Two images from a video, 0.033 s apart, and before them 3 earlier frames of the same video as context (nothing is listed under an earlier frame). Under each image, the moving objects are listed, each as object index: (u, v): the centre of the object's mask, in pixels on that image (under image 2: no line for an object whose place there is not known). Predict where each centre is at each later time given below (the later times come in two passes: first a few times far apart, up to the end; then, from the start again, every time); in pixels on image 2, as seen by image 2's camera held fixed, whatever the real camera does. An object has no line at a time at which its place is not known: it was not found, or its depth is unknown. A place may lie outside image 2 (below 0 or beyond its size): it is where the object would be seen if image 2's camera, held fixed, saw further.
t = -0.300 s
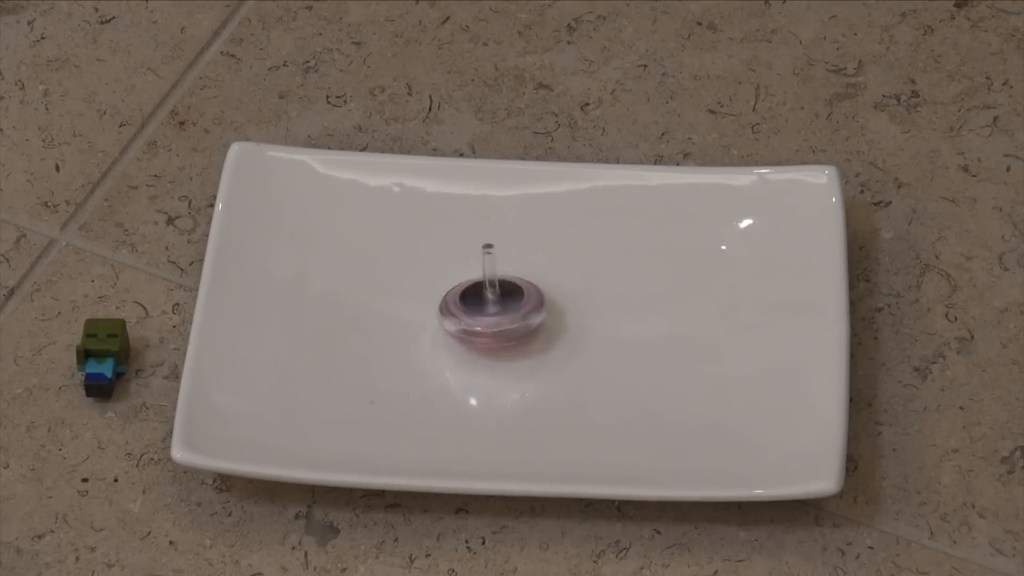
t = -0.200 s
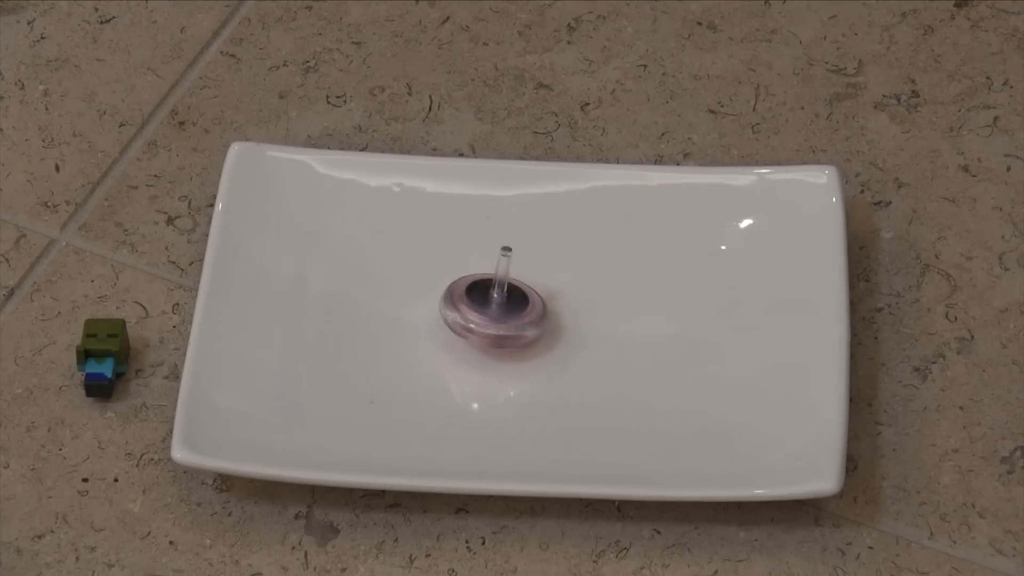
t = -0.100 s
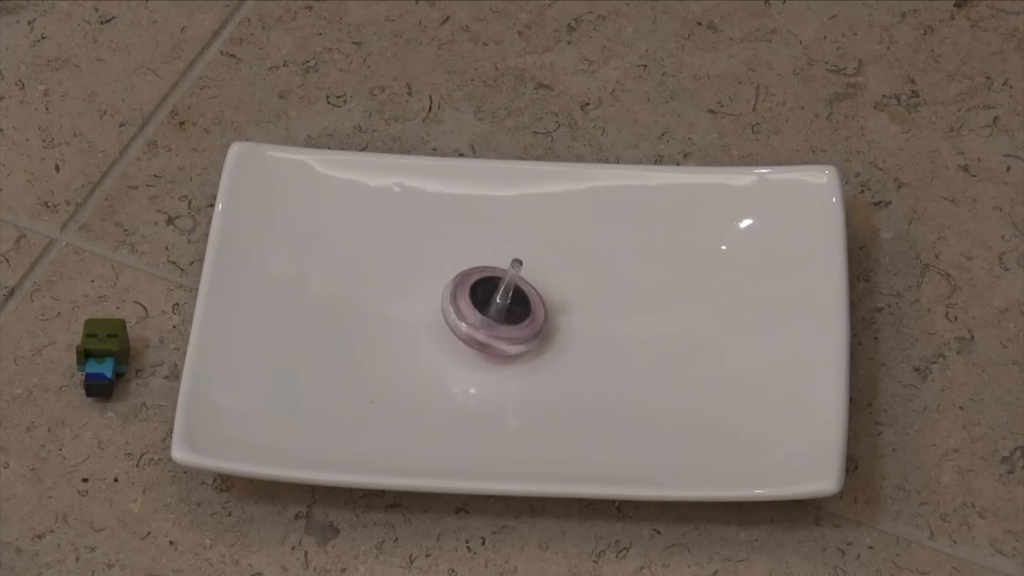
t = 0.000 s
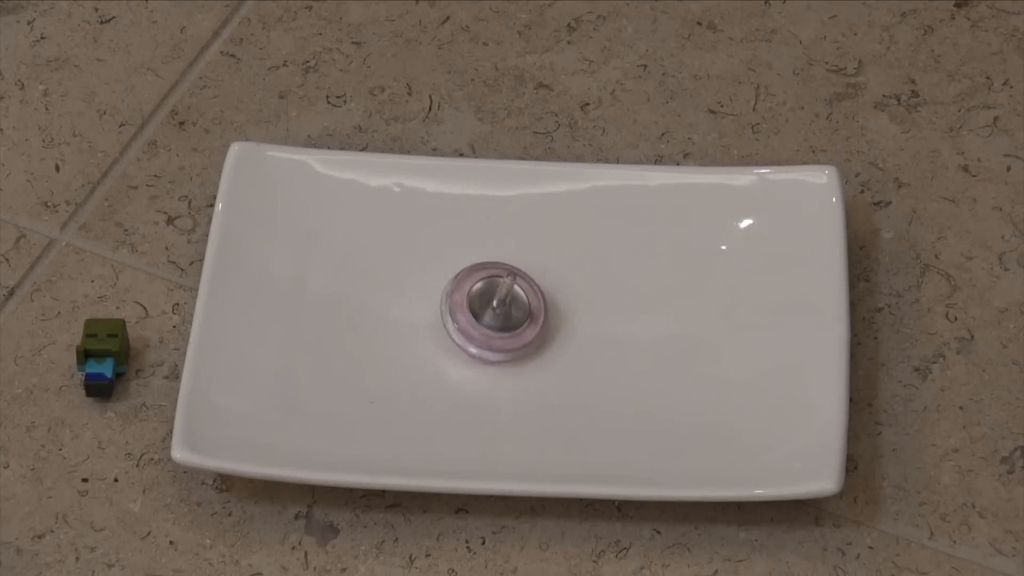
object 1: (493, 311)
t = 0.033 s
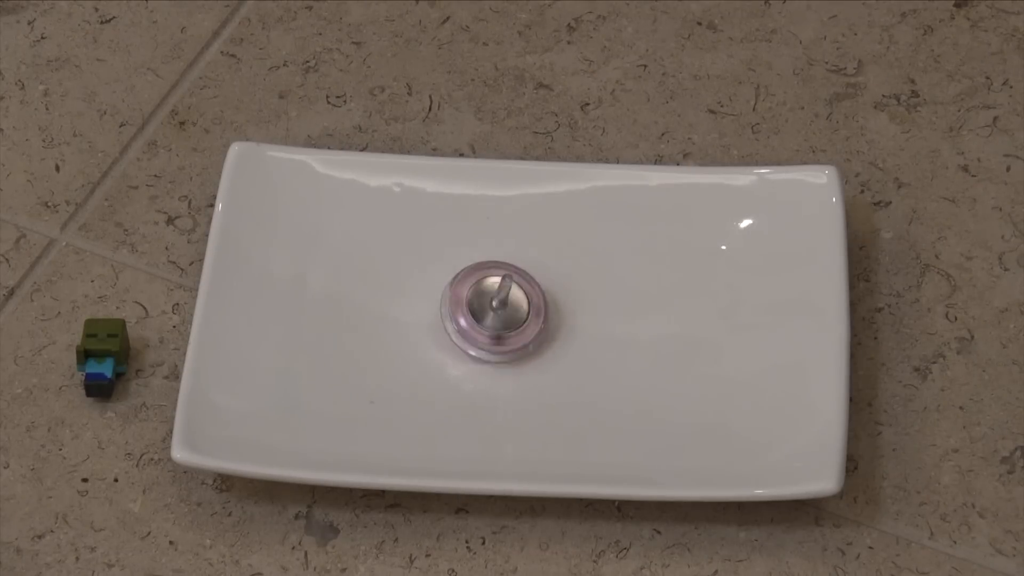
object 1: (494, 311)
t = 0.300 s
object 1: (505, 305)
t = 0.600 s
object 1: (494, 290)
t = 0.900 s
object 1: (507, 297)
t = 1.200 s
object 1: (496, 290)
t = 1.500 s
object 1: (501, 305)
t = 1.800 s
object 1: (503, 291)
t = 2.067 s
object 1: (494, 306)
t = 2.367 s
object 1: (491, 292)
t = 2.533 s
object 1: (492, 306)
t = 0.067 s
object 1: (494, 310)
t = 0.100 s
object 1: (494, 309)
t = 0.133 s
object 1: (495, 309)
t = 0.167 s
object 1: (497, 309)
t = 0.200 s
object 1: (499, 308)
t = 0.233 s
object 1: (501, 307)
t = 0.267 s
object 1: (503, 306)
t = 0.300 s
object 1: (505, 305)
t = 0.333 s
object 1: (506, 302)
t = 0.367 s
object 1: (507, 299)
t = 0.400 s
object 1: (507, 295)
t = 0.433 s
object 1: (505, 292)
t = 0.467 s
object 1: (503, 291)
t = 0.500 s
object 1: (501, 290)
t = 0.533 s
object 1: (499, 289)
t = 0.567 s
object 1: (496, 290)
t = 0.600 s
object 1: (494, 290)
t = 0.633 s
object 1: (491, 291)
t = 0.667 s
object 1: (488, 294)
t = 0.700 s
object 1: (487, 297)
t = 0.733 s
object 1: (489, 303)
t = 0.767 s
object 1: (492, 306)
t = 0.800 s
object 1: (496, 306)
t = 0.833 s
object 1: (503, 305)
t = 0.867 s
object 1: (506, 302)
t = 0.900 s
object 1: (507, 297)
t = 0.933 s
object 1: (506, 294)
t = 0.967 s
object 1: (504, 292)
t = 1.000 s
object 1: (502, 291)
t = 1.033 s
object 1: (500, 290)
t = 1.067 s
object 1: (499, 290)
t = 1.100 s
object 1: (498, 290)
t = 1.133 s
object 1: (498, 290)
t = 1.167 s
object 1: (497, 290)
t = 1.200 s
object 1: (496, 290)
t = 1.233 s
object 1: (495, 290)
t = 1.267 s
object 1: (493, 290)
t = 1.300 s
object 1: (491, 291)
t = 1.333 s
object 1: (489, 293)
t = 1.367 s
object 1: (487, 297)
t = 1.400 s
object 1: (488, 302)
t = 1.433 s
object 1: (491, 305)
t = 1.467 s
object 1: (495, 306)
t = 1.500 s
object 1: (501, 305)
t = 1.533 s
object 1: (504, 302)
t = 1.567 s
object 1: (506, 300)
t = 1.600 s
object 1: (506, 296)
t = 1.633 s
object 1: (506, 294)
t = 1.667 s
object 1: (504, 292)
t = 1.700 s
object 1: (503, 291)
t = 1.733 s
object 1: (502, 291)
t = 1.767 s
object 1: (502, 291)
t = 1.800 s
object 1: (503, 291)
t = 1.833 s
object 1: (504, 292)
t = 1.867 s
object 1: (505, 293)
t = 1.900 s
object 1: (506, 295)
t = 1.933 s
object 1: (506, 298)
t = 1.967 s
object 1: (504, 301)
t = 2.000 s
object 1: (502, 304)
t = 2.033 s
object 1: (498, 306)
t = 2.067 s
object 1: (494, 306)
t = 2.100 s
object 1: (490, 304)
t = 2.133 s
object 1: (487, 301)
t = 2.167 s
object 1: (487, 297)
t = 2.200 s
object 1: (489, 294)
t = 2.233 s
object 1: (491, 292)
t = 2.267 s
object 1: (492, 291)
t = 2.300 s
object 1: (493, 291)
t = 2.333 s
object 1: (492, 291)
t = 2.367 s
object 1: (491, 292)
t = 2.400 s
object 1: (489, 293)
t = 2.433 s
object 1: (488, 296)
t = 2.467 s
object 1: (487, 300)
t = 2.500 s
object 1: (489, 304)
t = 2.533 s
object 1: (492, 306)
